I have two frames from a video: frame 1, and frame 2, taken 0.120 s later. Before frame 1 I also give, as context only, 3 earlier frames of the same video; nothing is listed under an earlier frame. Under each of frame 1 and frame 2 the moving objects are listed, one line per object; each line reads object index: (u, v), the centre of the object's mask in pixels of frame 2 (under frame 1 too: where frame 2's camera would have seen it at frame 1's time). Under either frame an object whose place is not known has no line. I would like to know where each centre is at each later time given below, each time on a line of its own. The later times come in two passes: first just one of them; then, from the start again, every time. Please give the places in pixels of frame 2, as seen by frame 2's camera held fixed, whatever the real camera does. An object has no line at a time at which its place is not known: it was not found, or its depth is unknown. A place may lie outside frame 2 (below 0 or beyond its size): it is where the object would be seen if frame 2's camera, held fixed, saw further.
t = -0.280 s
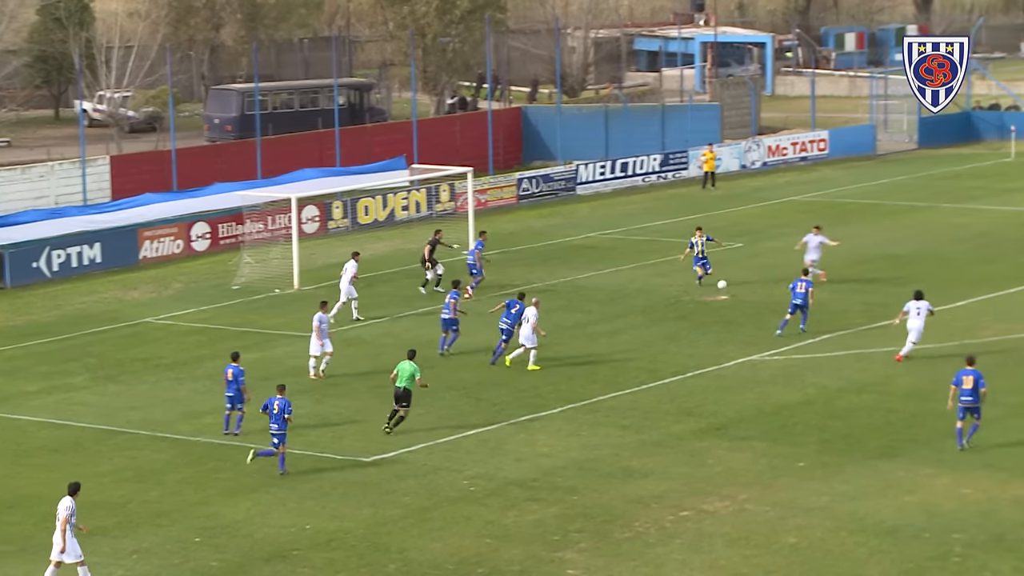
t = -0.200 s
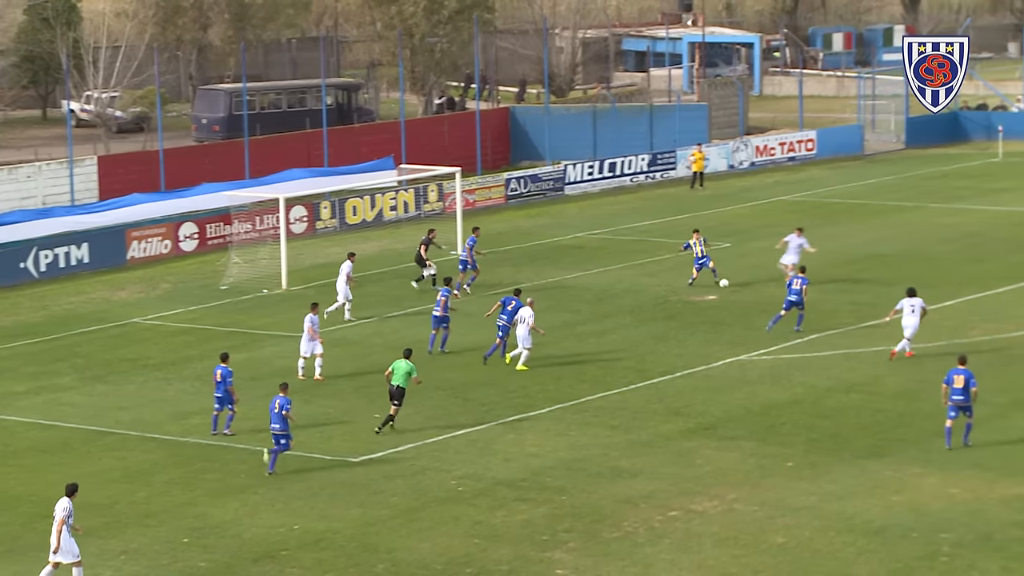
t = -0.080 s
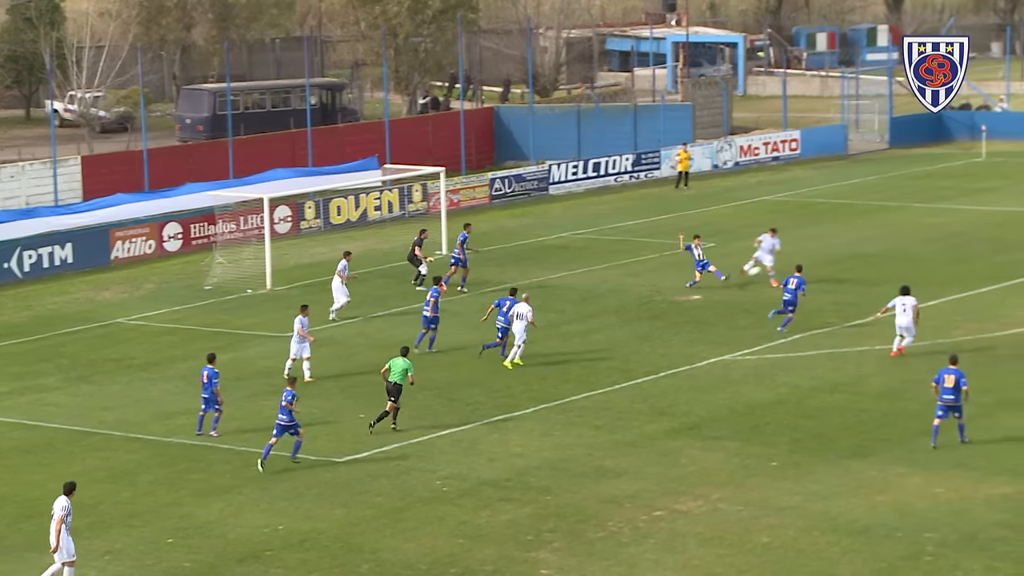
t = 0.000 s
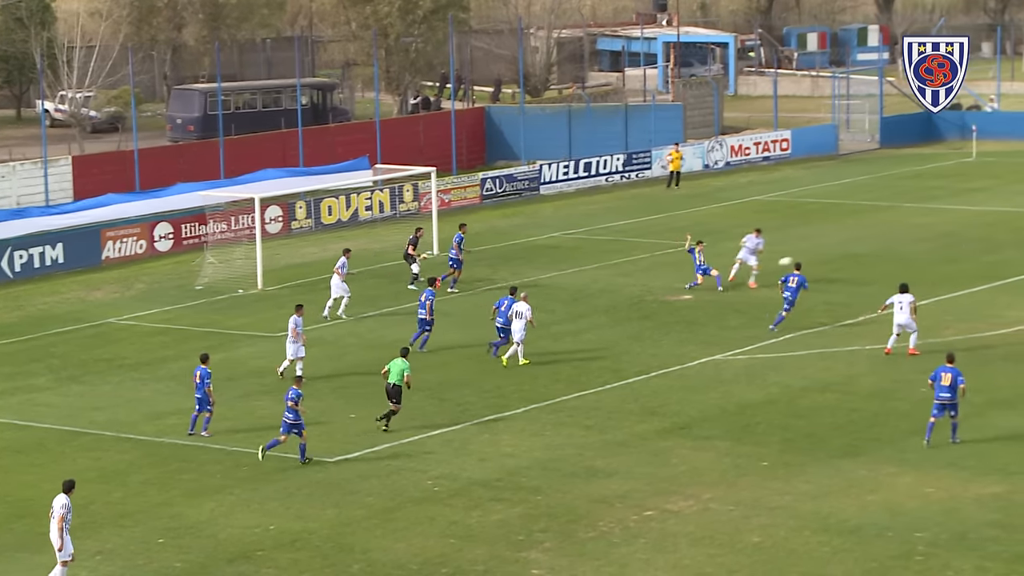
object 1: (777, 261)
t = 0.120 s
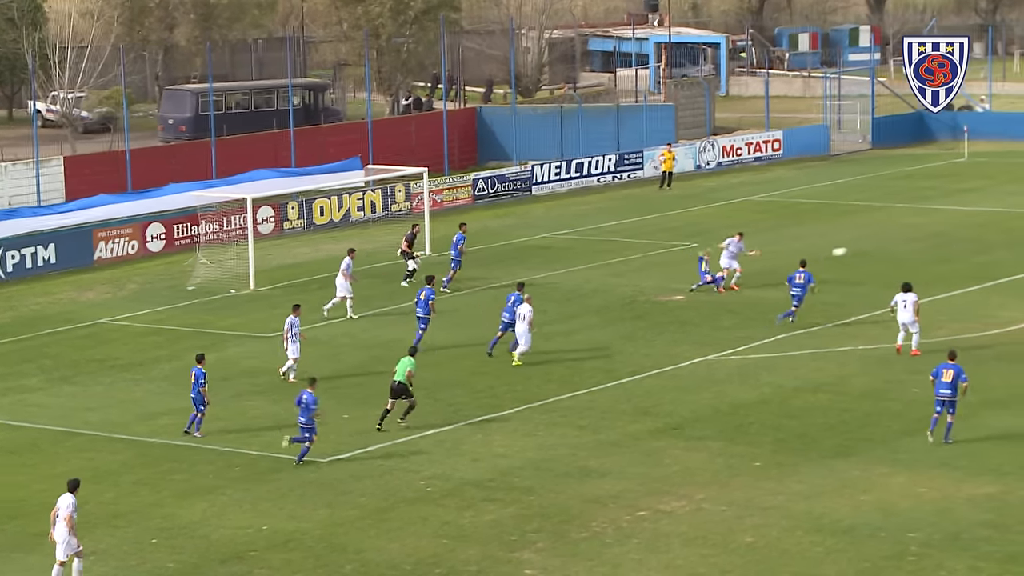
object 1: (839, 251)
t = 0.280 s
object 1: (923, 247)
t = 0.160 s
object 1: (860, 249)
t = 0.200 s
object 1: (880, 248)
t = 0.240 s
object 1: (902, 247)
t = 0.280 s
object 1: (923, 247)
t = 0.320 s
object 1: (945, 248)
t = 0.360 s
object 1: (965, 249)
